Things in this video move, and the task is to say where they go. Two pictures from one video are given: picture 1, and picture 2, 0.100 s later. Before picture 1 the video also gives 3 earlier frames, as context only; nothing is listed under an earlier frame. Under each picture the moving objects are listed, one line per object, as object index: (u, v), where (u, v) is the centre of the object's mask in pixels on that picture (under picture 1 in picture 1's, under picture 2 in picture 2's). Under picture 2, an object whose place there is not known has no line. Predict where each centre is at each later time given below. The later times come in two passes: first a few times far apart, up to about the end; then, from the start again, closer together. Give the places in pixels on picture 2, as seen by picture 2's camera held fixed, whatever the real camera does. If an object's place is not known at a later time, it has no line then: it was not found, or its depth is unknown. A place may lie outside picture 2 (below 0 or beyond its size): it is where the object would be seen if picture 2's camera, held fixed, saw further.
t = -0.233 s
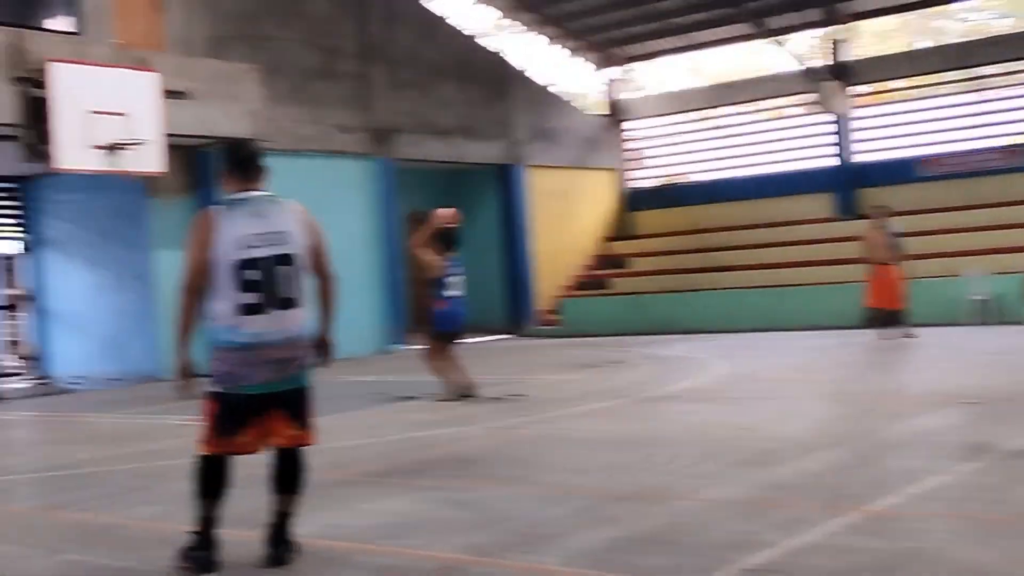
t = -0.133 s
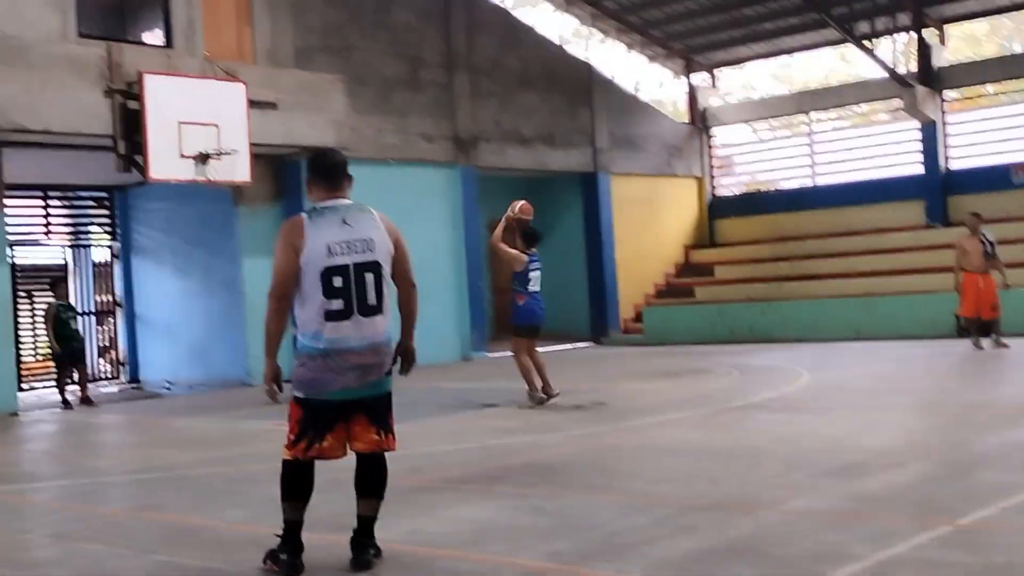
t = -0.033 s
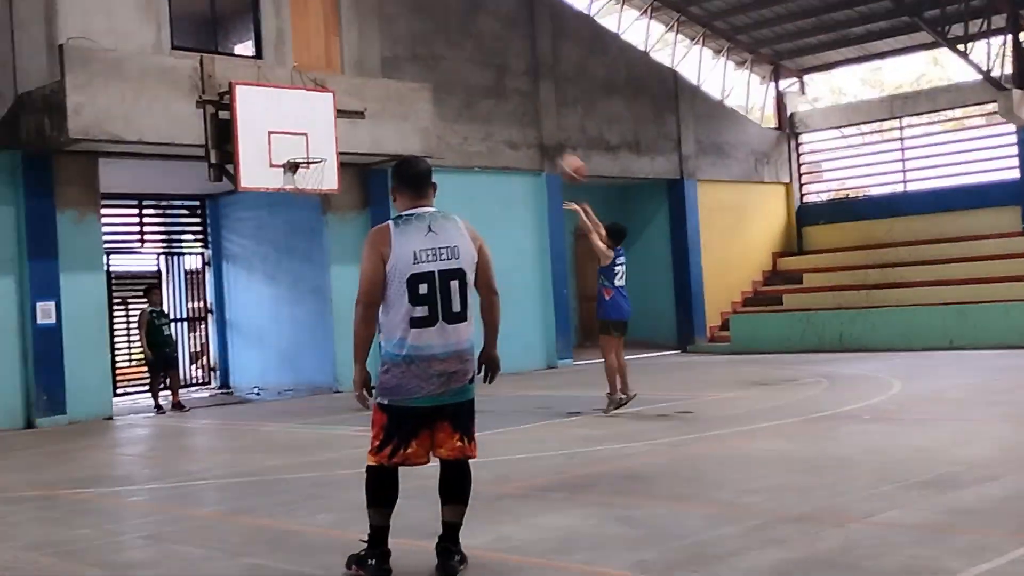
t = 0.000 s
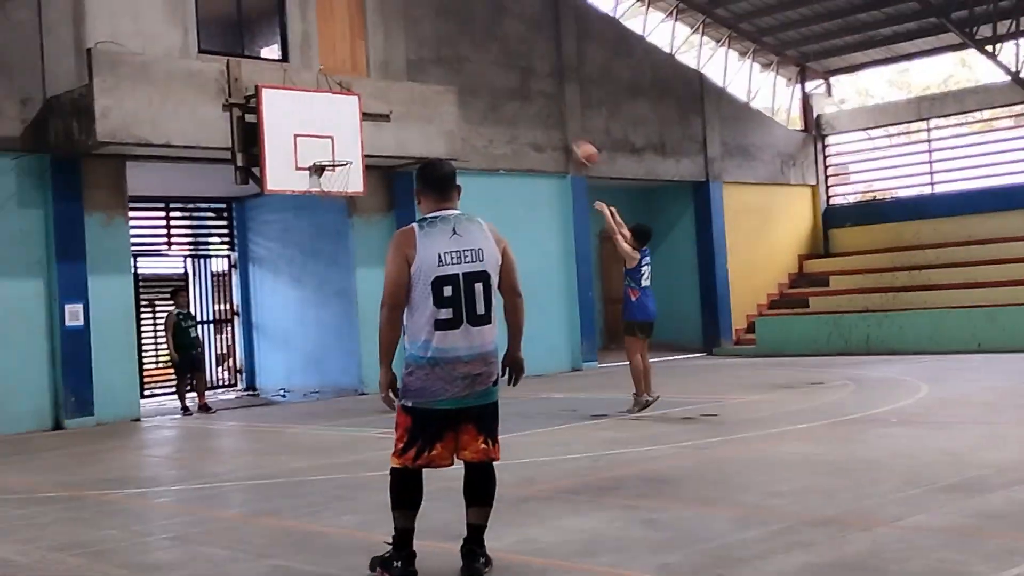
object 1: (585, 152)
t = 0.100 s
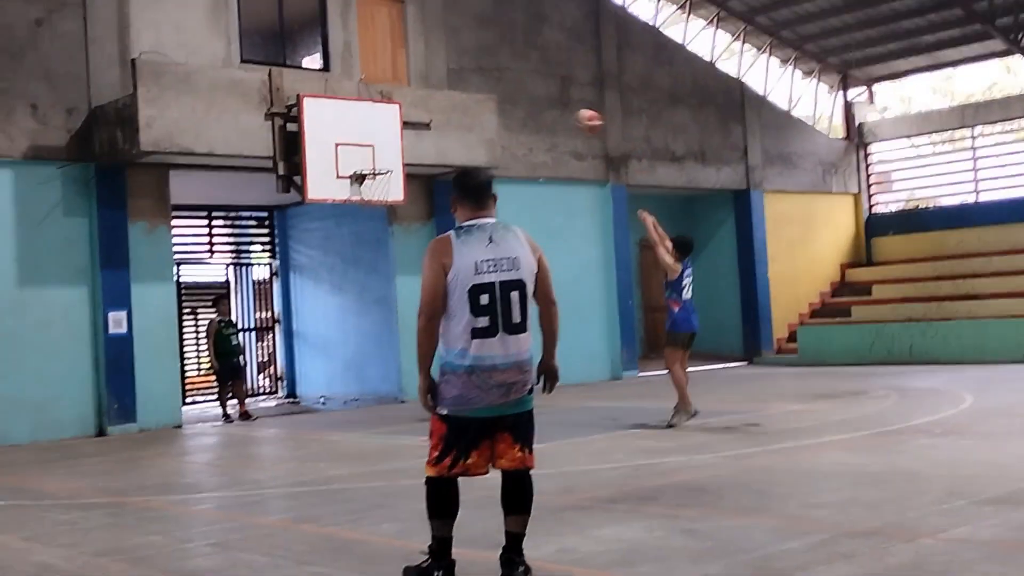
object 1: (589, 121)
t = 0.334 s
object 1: (515, 67)
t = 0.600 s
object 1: (444, 72)
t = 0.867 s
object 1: (385, 132)
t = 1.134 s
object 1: (389, 143)
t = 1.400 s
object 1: (402, 119)
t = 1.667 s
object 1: (416, 151)
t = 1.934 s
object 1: (435, 240)
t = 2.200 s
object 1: (456, 390)
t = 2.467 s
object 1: (480, 294)
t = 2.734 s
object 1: (509, 224)
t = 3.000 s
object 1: (544, 212)
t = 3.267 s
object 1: (584, 263)
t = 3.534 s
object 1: (629, 384)
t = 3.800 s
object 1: (664, 311)
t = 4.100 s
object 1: (704, 255)
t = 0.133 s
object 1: (578, 109)
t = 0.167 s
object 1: (566, 99)
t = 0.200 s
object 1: (556, 91)
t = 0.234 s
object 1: (545, 83)
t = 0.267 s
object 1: (535, 76)
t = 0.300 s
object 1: (525, 71)
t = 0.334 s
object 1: (515, 67)
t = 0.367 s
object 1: (505, 64)
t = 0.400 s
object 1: (496, 63)
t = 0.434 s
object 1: (487, 62)
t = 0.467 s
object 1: (478, 62)
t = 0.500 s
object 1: (469, 63)
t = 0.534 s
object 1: (460, 65)
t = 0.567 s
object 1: (452, 67)
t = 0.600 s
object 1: (444, 72)
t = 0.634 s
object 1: (436, 77)
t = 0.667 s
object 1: (428, 82)
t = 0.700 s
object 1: (421, 88)
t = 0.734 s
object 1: (413, 95)
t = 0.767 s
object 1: (407, 103)
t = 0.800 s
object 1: (400, 112)
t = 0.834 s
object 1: (393, 122)
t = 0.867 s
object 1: (385, 132)
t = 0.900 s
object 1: (379, 142)
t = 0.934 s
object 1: (373, 154)
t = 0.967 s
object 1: (368, 166)
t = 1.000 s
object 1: (373, 166)
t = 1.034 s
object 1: (383, 163)
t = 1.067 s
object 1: (385, 157)
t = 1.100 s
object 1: (387, 150)
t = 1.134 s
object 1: (389, 143)
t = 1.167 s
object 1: (390, 137)
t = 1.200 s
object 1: (391, 132)
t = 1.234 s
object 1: (393, 127)
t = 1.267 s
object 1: (394, 124)
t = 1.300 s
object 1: (396, 121)
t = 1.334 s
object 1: (398, 119)
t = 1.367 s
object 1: (400, 119)
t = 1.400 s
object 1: (402, 119)
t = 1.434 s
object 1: (403, 120)
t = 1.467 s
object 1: (405, 122)
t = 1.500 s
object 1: (407, 124)
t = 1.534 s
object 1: (408, 128)
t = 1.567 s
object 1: (410, 131)
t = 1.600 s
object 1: (412, 137)
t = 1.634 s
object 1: (414, 143)
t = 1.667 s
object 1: (416, 151)
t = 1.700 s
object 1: (419, 159)
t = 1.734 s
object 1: (421, 166)
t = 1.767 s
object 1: (424, 176)
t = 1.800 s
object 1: (425, 187)
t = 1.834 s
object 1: (428, 199)
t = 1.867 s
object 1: (430, 211)
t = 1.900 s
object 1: (433, 225)
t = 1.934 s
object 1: (435, 240)
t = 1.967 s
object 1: (438, 255)
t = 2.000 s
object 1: (440, 271)
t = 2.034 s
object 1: (442, 288)
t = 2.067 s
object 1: (445, 306)
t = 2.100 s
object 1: (448, 325)
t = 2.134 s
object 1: (452, 346)
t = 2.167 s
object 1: (454, 368)
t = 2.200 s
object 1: (456, 390)
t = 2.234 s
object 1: (458, 404)
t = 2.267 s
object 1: (460, 383)
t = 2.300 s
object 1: (463, 367)
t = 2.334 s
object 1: (466, 350)
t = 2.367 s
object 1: (470, 335)
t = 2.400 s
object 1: (473, 321)
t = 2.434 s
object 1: (476, 307)
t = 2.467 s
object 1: (480, 294)
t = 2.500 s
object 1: (483, 281)
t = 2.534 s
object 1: (487, 270)
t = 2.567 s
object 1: (491, 261)
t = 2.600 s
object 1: (495, 252)
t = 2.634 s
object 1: (498, 244)
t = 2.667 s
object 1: (502, 236)
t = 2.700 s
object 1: (506, 229)
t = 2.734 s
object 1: (509, 224)
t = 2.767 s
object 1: (513, 220)
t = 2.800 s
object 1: (518, 215)
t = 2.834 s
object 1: (522, 212)
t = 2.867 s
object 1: (526, 211)
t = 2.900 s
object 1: (530, 209)
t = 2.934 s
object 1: (535, 209)
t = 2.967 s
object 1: (539, 210)
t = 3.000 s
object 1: (544, 212)
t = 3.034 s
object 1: (549, 214)
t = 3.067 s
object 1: (554, 218)
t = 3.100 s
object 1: (559, 223)
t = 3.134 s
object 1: (564, 229)
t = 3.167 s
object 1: (569, 235)
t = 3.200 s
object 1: (574, 243)
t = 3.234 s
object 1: (579, 252)
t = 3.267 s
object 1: (584, 263)
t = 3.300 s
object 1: (589, 273)
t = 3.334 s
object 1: (595, 286)
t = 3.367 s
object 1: (600, 300)
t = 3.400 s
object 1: (606, 314)
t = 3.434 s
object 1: (611, 330)
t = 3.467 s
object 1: (618, 347)
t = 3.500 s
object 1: (624, 362)
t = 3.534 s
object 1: (629, 384)
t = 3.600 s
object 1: (639, 396)
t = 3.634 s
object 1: (643, 380)
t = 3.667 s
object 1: (647, 362)
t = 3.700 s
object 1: (651, 348)
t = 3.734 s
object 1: (656, 334)
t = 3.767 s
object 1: (659, 322)
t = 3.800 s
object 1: (664, 311)
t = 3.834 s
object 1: (668, 301)
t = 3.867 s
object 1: (673, 291)
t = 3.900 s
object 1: (676, 284)
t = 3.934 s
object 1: (681, 276)
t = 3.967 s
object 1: (685, 271)
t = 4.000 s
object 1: (689, 266)
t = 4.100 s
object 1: (704, 255)
